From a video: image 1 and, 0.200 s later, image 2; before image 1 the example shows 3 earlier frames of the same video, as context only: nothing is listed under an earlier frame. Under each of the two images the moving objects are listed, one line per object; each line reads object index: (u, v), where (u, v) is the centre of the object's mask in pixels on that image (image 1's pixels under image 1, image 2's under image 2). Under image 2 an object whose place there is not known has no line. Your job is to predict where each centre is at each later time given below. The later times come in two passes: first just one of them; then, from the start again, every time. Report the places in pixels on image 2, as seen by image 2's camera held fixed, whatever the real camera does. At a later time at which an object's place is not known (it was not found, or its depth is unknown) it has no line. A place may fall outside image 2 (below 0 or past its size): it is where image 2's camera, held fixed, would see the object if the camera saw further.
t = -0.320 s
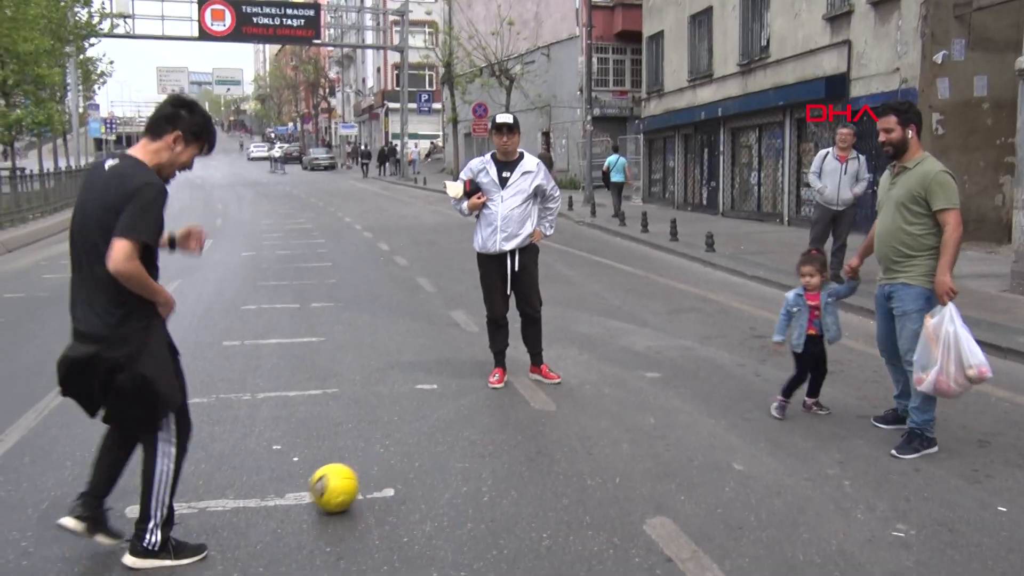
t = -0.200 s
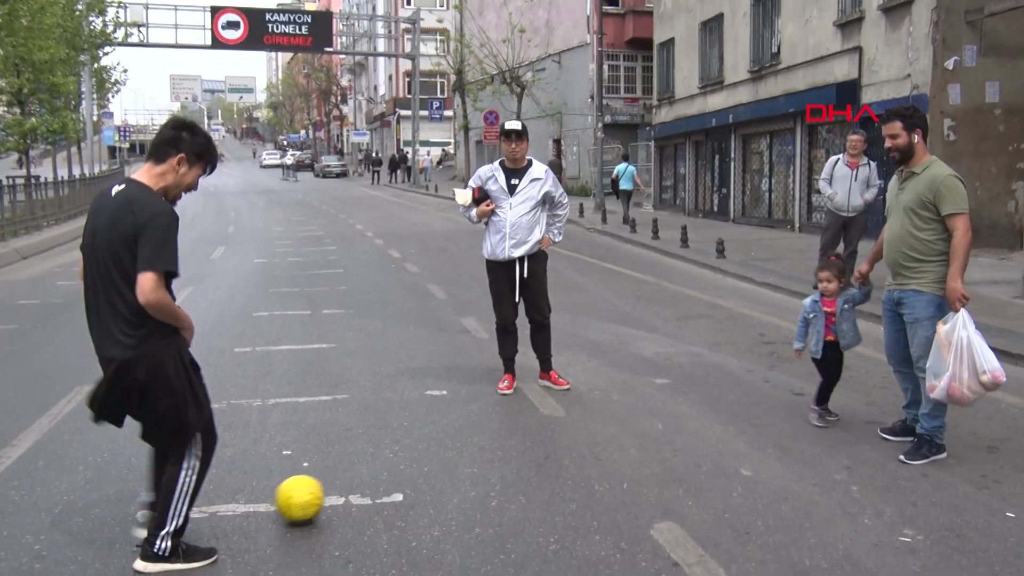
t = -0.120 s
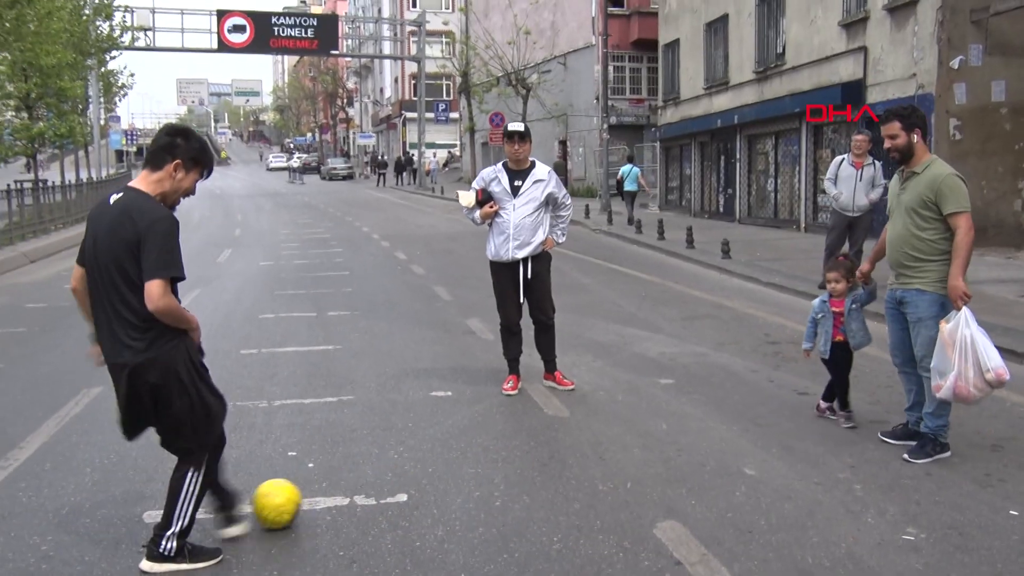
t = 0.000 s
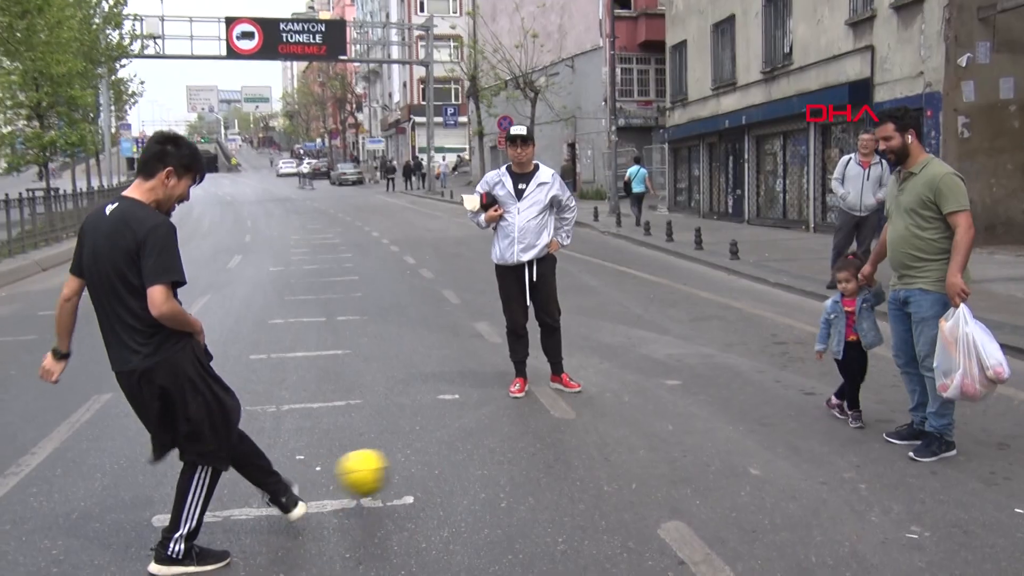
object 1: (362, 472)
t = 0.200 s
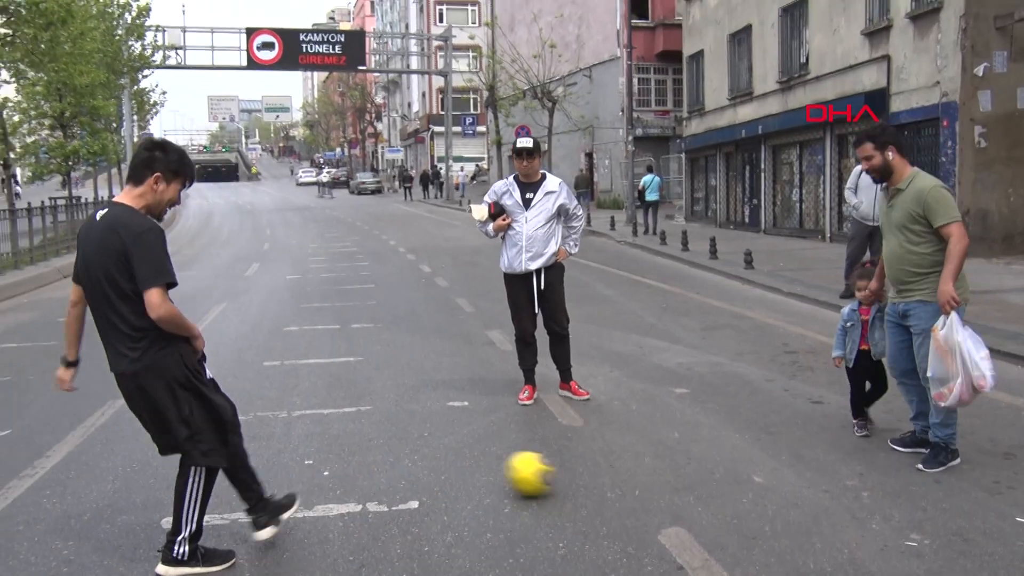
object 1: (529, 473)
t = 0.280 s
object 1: (569, 463)
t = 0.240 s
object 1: (552, 471)
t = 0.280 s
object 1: (569, 463)
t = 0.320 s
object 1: (586, 457)
